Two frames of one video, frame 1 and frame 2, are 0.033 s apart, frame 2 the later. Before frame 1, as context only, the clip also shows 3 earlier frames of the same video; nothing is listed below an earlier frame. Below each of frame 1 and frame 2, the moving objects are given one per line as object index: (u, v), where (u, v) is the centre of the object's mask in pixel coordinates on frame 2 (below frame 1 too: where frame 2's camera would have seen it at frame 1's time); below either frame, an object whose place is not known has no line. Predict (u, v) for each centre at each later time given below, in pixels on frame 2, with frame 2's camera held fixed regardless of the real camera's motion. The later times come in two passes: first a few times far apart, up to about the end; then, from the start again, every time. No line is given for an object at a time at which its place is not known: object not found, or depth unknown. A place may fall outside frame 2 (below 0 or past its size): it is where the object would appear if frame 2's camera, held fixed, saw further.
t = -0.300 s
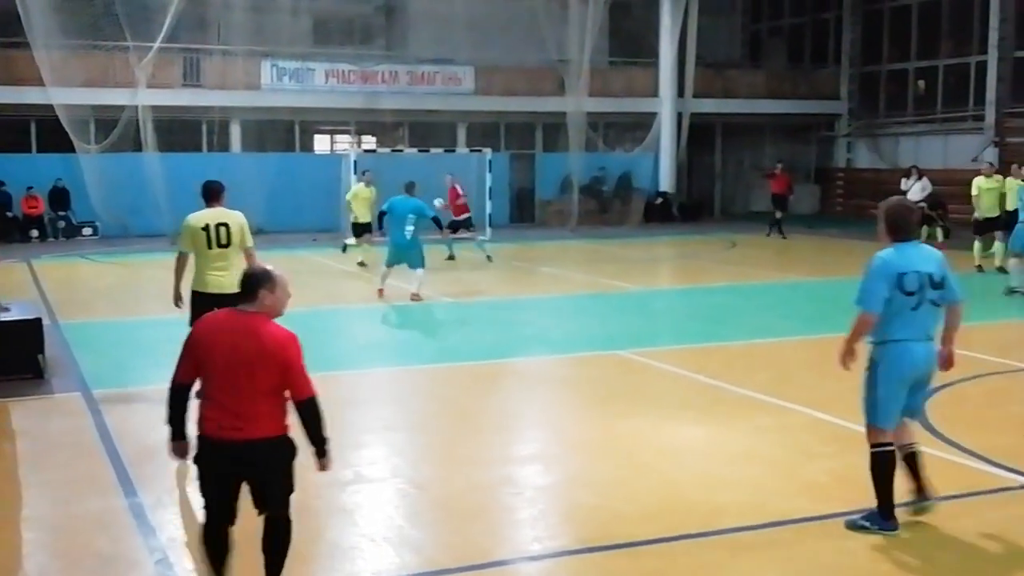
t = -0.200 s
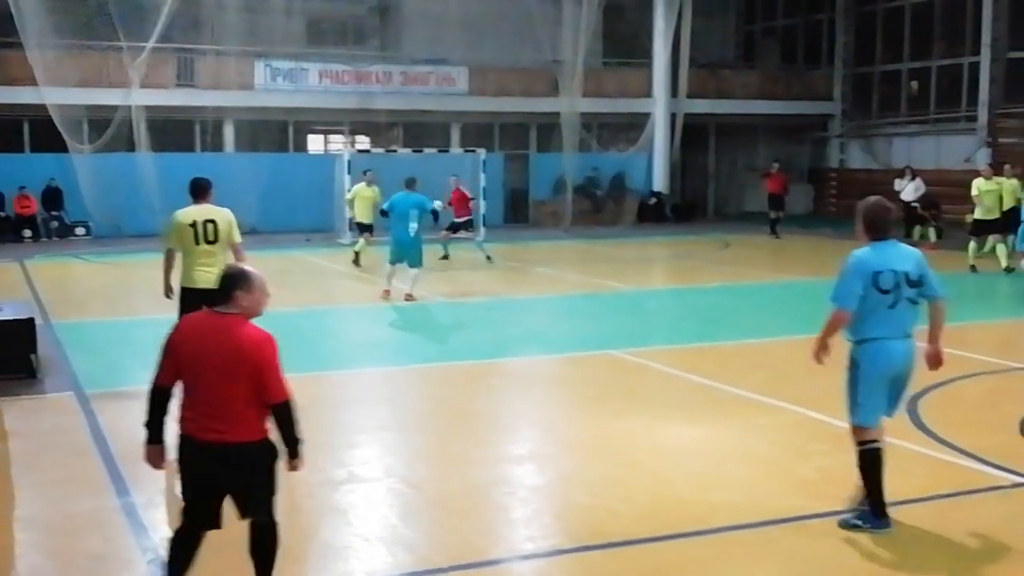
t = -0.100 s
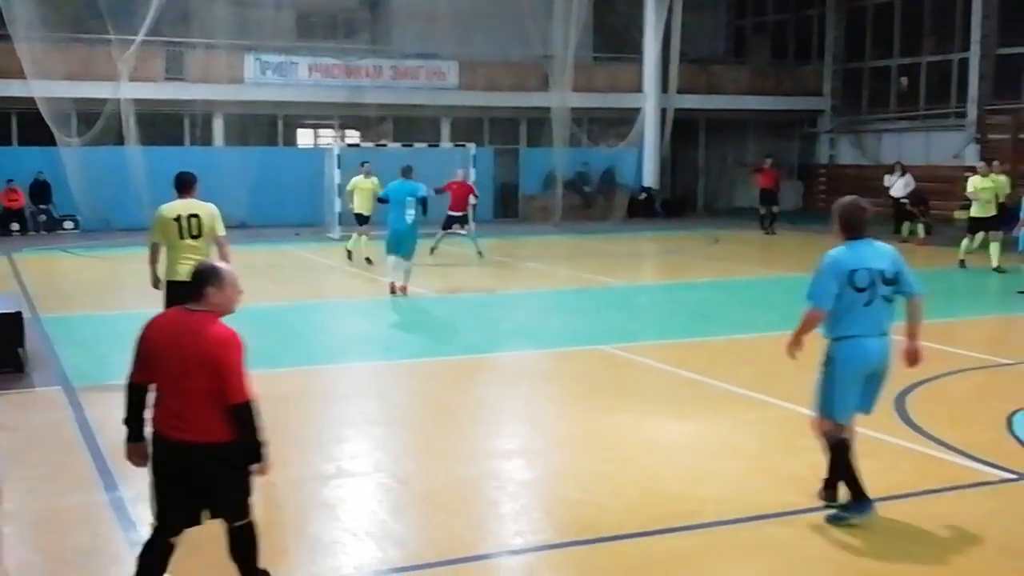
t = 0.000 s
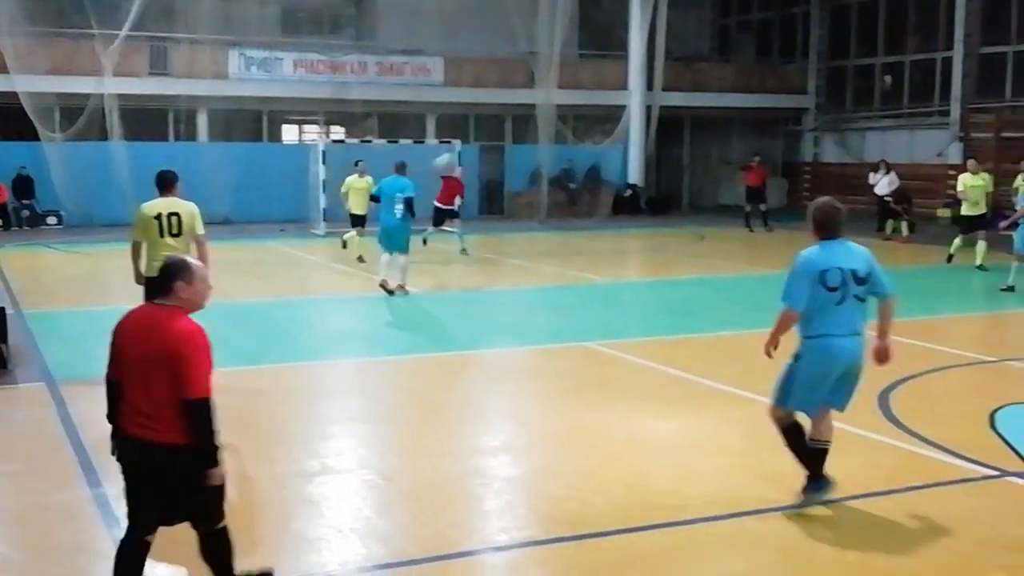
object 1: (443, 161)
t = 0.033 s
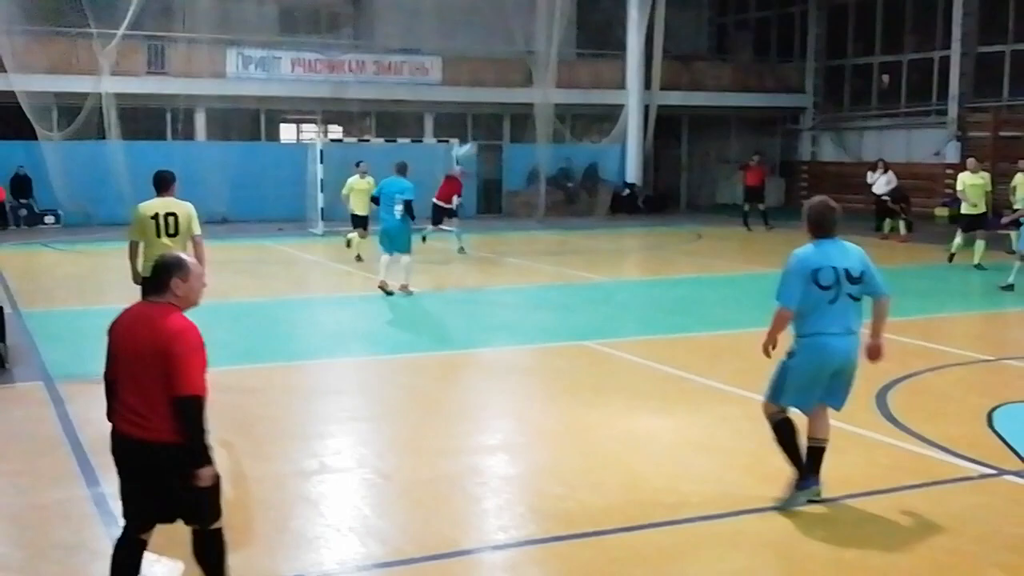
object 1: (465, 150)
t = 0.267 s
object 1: (634, 98)
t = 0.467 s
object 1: (813, 70)
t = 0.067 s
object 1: (486, 143)
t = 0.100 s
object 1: (509, 135)
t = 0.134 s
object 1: (533, 128)
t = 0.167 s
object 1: (557, 120)
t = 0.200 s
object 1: (582, 114)
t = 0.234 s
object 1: (608, 106)
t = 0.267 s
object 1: (634, 98)
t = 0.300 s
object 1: (661, 92)
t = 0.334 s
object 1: (690, 86)
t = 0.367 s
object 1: (719, 82)
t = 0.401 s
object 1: (749, 78)
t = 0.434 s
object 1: (780, 74)
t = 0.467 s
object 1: (813, 70)
